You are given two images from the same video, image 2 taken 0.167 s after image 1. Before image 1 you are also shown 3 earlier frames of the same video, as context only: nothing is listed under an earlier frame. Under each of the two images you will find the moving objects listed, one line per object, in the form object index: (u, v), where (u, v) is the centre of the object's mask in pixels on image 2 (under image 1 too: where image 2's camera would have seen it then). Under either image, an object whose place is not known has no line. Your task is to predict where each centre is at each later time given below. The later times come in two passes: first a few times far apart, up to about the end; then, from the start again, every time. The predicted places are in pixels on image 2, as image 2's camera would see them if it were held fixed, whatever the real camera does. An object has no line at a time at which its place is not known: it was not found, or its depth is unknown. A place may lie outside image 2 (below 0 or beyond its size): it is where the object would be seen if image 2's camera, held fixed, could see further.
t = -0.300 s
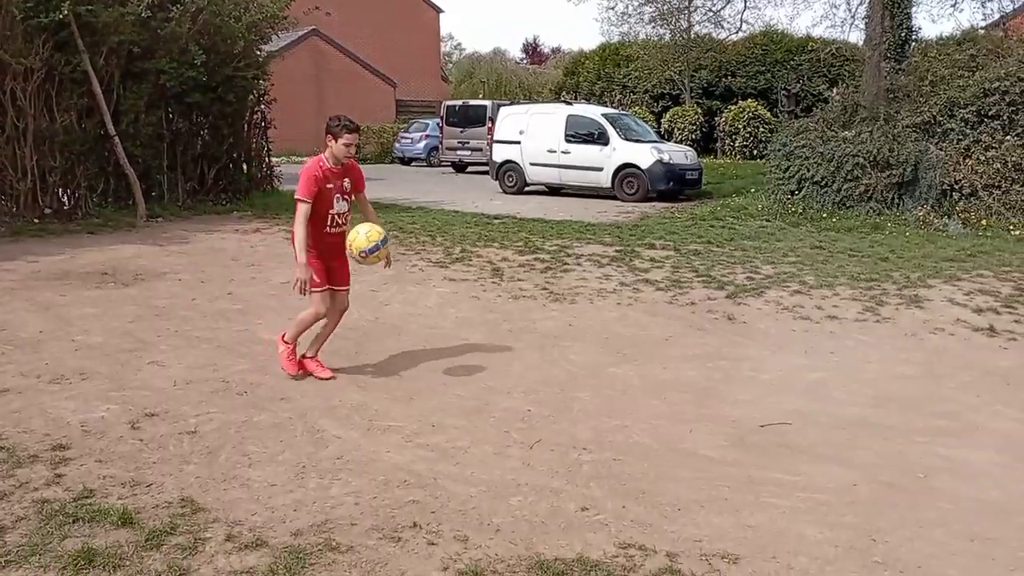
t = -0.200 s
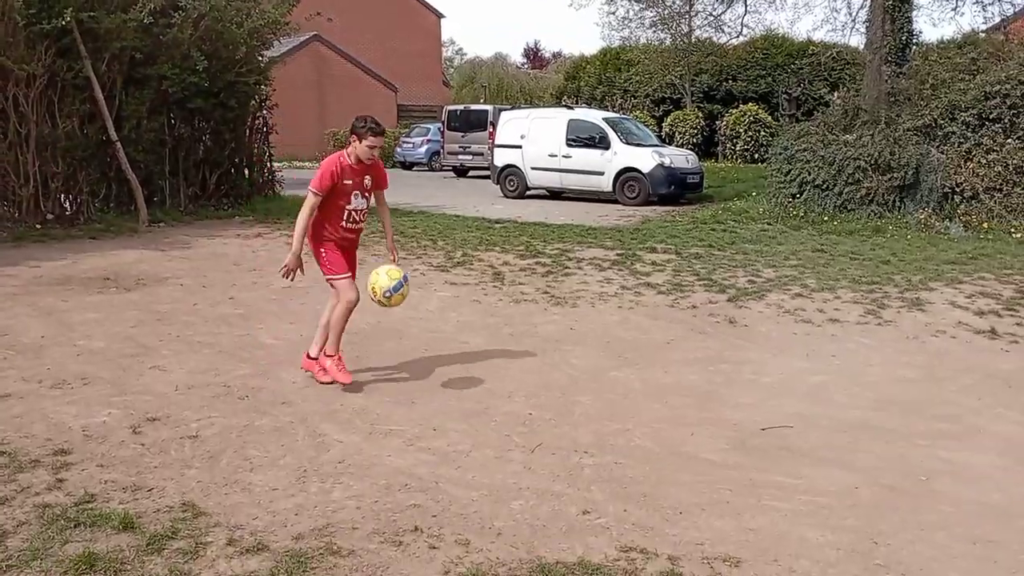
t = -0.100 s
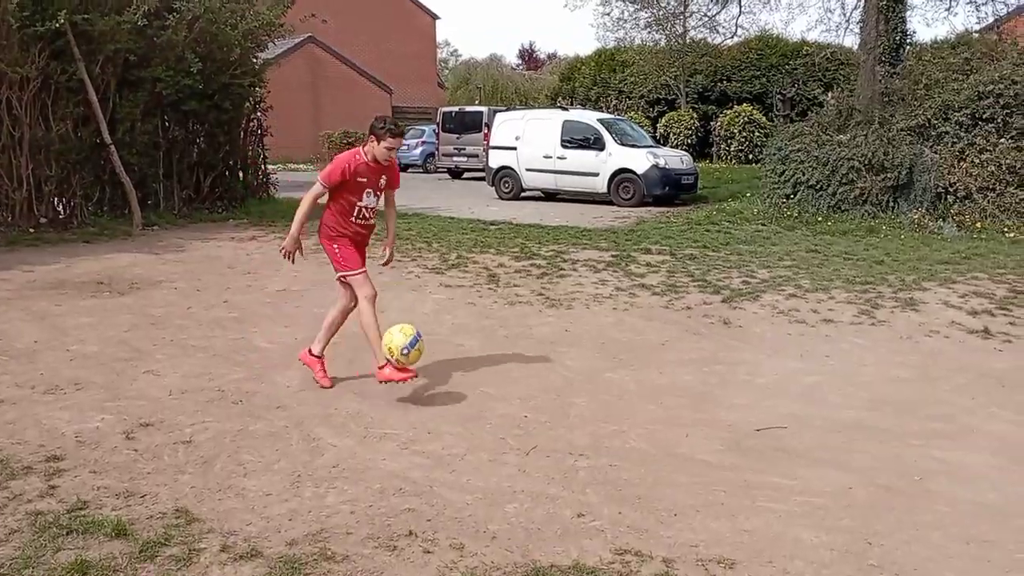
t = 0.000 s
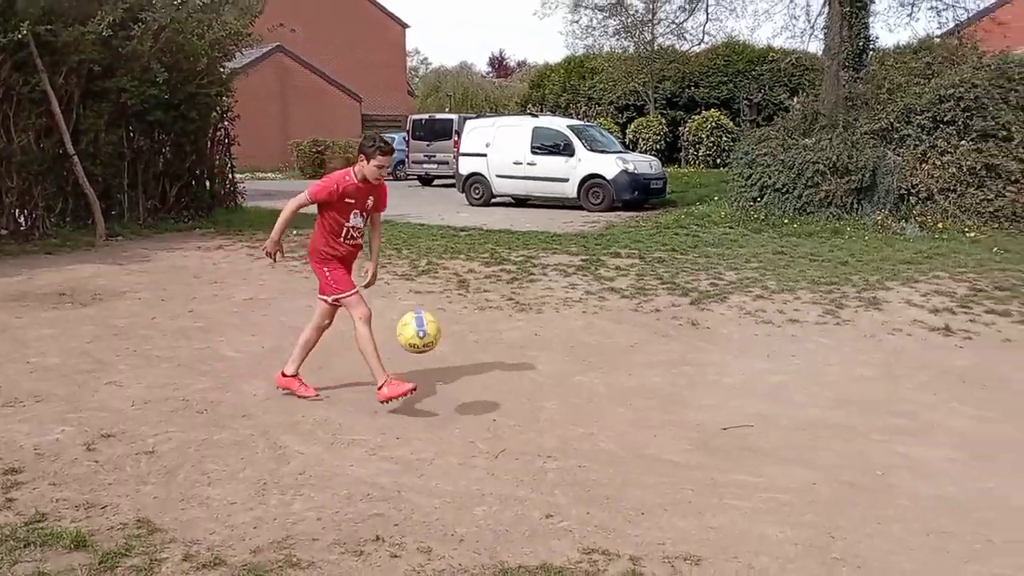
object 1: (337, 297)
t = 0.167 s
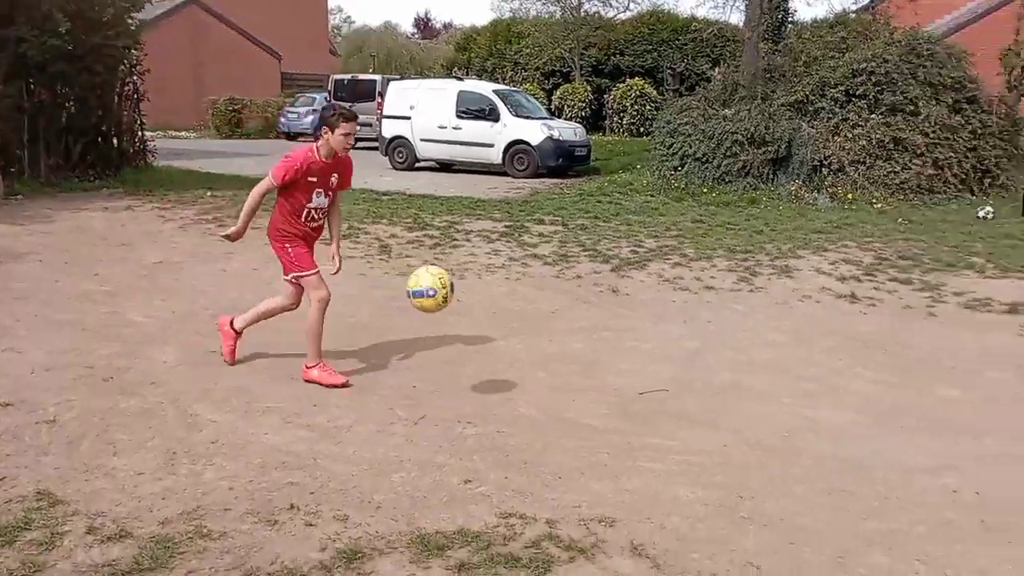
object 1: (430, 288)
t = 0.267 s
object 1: (492, 310)
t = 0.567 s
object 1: (665, 396)
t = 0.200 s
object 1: (450, 293)
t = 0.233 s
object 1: (471, 300)
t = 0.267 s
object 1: (492, 310)
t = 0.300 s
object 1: (513, 323)
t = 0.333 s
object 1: (536, 338)
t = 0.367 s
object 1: (559, 357)
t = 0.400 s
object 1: (582, 378)
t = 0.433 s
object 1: (605, 402)
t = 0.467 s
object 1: (629, 429)
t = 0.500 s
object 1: (642, 418)
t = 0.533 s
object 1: (653, 406)
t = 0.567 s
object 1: (665, 396)
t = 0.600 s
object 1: (677, 388)
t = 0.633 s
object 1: (689, 382)
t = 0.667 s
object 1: (702, 380)
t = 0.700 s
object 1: (715, 379)
